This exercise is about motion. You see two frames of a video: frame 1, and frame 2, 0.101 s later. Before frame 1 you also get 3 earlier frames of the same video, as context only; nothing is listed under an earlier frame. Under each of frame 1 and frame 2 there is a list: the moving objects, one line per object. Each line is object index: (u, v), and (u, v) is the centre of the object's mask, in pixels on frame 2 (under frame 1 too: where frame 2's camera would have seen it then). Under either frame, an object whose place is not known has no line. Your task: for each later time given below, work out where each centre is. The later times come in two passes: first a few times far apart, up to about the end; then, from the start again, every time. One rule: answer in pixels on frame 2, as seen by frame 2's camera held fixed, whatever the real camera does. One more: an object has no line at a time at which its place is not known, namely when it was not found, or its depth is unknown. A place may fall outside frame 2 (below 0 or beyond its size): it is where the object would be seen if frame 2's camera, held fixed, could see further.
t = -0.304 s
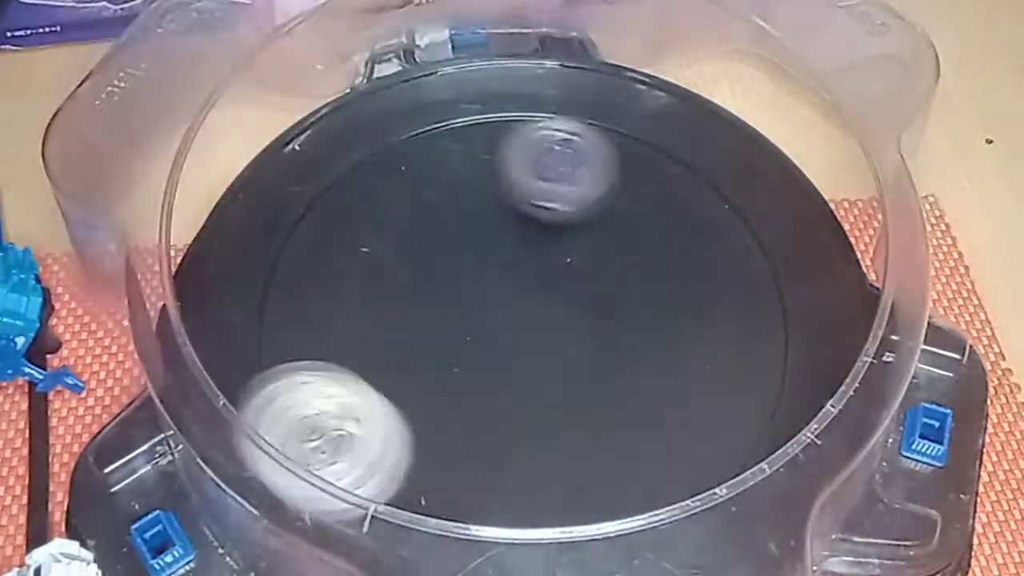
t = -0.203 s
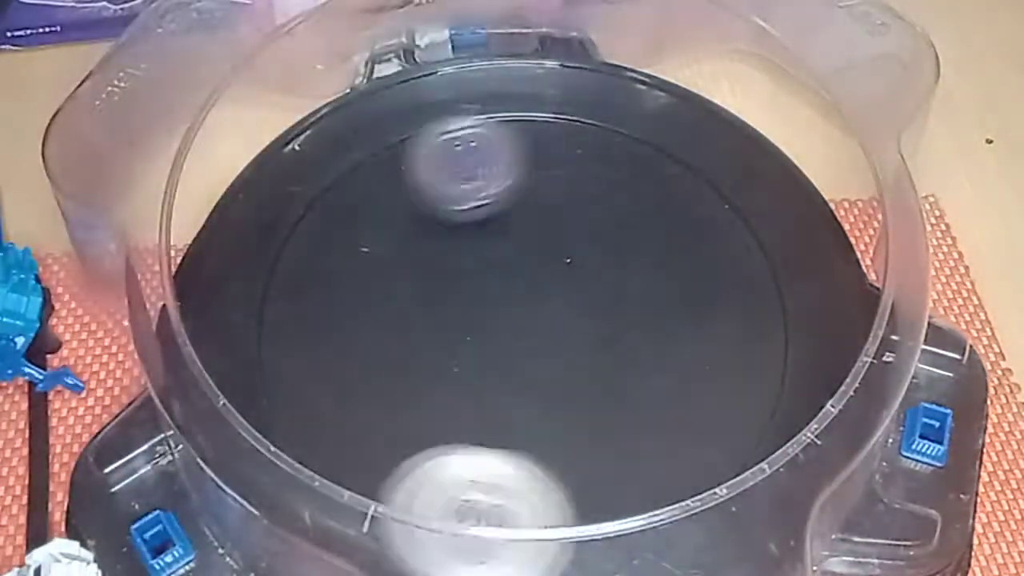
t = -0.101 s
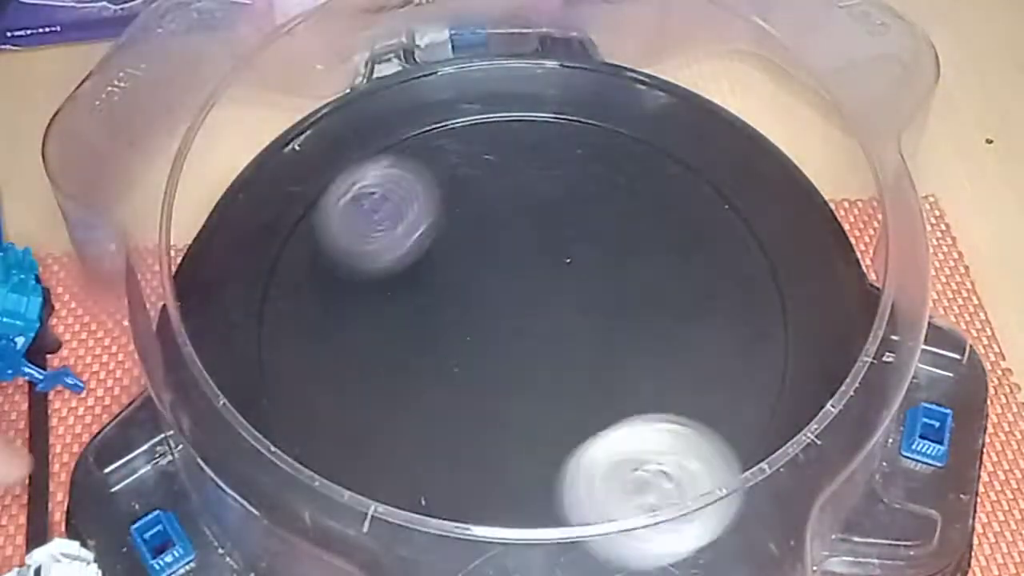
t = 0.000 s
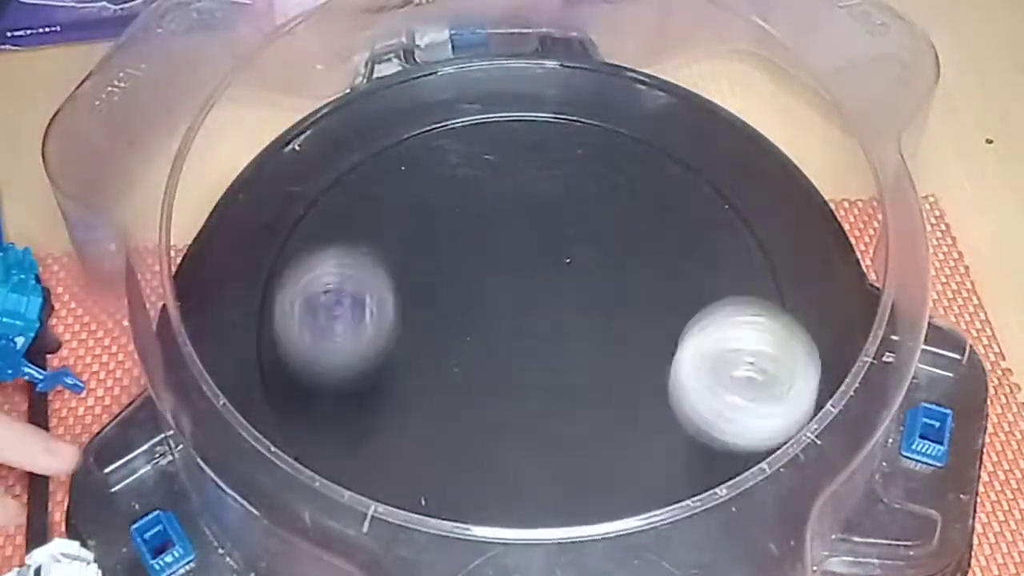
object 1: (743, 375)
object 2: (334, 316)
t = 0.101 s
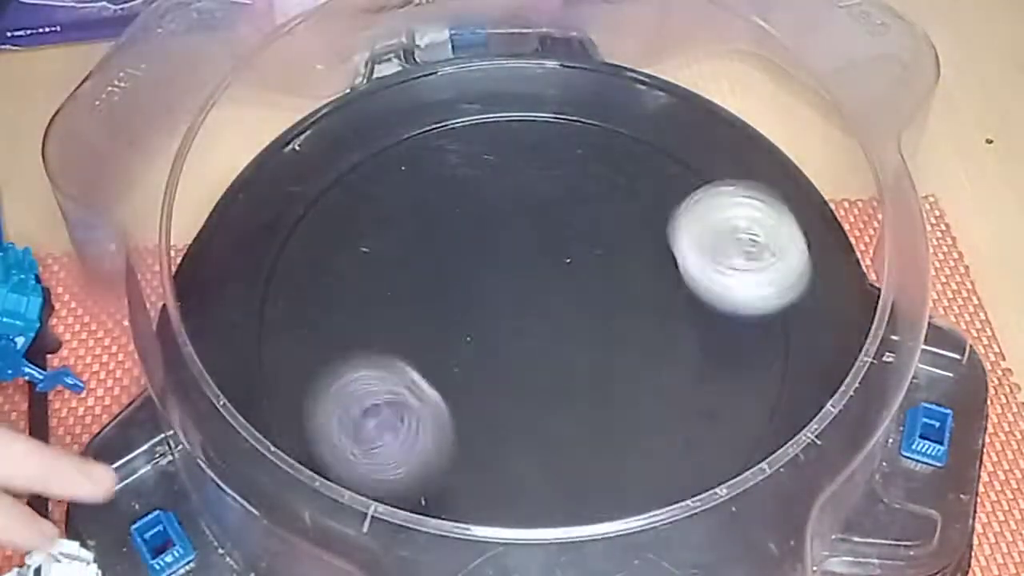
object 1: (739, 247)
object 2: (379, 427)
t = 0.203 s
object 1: (669, 154)
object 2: (512, 478)
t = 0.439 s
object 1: (399, 117)
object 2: (753, 291)
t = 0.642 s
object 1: (288, 280)
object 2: (599, 117)
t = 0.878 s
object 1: (506, 443)
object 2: (289, 167)
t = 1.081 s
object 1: (689, 303)
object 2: (261, 414)
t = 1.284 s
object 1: (599, 146)
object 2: (627, 534)
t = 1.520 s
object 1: (375, 209)
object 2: (802, 205)
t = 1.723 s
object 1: (412, 413)
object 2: (711, 69)
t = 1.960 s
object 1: (678, 399)
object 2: (725, 74)
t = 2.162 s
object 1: (652, 216)
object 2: (752, 88)
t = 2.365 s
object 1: (457, 184)
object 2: (780, 107)
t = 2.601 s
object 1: (383, 336)
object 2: (760, 91)
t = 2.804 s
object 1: (496, 405)
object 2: (732, 80)
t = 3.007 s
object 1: (572, 347)
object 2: (734, 80)
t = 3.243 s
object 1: (546, 263)
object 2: (734, 80)
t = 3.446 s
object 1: (481, 247)
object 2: (735, 80)
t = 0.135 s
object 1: (722, 213)
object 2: (416, 451)
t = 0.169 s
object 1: (697, 181)
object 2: (461, 470)
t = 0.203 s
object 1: (669, 154)
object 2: (512, 478)
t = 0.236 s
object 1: (634, 133)
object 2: (565, 474)
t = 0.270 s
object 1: (599, 115)
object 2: (616, 462)
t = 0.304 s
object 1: (560, 103)
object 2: (664, 442)
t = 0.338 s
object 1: (522, 98)
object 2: (703, 413)
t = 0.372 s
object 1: (480, 100)
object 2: (731, 379)
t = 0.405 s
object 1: (441, 106)
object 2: (748, 334)
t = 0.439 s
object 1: (399, 117)
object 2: (753, 291)
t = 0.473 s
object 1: (368, 133)
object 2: (749, 248)
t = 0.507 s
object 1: (339, 154)
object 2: (739, 207)
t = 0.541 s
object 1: (313, 181)
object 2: (717, 172)
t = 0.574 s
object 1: (298, 212)
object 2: (682, 149)
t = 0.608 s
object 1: (283, 247)
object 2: (641, 131)
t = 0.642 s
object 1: (288, 280)
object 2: (599, 117)
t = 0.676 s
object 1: (298, 318)
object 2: (556, 108)
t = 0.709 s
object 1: (317, 352)
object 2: (502, 106)
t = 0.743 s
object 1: (339, 381)
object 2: (452, 105)
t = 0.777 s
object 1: (372, 406)
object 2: (404, 113)
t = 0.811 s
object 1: (413, 429)
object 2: (368, 125)
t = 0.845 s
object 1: (447, 443)
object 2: (326, 141)
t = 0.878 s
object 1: (506, 443)
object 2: (289, 167)
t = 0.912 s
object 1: (551, 438)
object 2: (259, 198)
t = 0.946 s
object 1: (595, 423)
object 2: (240, 235)
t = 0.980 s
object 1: (634, 399)
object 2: (232, 273)
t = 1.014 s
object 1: (662, 369)
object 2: (230, 316)
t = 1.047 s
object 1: (679, 336)
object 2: (237, 362)
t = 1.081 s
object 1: (689, 303)
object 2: (261, 414)
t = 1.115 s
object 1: (692, 267)
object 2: (289, 451)
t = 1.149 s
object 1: (682, 237)
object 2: (330, 505)
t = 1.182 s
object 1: (668, 207)
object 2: (395, 523)
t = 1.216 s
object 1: (648, 182)
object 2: (469, 534)
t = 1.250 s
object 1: (625, 160)
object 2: (549, 537)
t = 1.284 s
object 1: (599, 146)
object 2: (627, 534)
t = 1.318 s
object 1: (558, 133)
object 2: (699, 522)
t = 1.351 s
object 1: (525, 128)
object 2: (750, 493)
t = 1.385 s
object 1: (486, 133)
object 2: (788, 434)
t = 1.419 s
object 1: (451, 144)
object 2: (811, 362)
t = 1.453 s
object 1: (422, 161)
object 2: (824, 313)
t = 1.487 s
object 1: (391, 180)
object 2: (823, 262)
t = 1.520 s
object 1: (375, 209)
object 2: (802, 205)
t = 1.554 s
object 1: (358, 242)
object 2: (780, 153)
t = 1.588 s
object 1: (347, 276)
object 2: (749, 96)
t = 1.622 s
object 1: (349, 314)
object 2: (712, 52)
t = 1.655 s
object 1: (359, 351)
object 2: (708, 60)
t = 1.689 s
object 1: (384, 384)
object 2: (709, 64)
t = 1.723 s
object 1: (412, 413)
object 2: (711, 69)
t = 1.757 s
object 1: (443, 435)
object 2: (713, 73)
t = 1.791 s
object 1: (491, 454)
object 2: (716, 75)
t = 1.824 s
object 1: (532, 457)
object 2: (717, 77)
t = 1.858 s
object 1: (573, 455)
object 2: (718, 78)
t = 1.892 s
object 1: (614, 444)
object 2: (720, 77)
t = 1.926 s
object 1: (651, 424)
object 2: (722, 77)
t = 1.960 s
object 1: (678, 399)
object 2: (725, 74)
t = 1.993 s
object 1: (696, 368)
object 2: (729, 71)
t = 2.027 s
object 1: (706, 335)
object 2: (736, 67)
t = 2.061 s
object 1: (704, 301)
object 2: (747, 71)
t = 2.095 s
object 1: (696, 271)
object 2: (752, 74)
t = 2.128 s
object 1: (675, 242)
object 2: (747, 80)
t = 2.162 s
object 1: (652, 216)
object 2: (752, 88)
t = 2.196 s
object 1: (623, 196)
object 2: (760, 93)
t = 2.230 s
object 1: (588, 181)
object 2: (766, 97)
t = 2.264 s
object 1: (555, 172)
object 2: (773, 99)
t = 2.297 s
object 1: (522, 171)
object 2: (774, 104)
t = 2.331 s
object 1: (487, 174)
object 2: (779, 105)
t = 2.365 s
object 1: (457, 184)
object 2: (780, 107)
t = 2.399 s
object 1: (435, 197)
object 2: (782, 107)
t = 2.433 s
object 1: (413, 215)
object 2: (781, 106)
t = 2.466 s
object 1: (393, 239)
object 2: (781, 105)
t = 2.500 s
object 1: (379, 264)
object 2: (777, 101)
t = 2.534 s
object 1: (374, 289)
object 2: (773, 98)
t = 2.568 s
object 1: (371, 316)
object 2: (769, 95)
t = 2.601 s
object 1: (383, 336)
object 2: (760, 91)
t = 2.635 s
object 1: (393, 360)
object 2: (748, 89)
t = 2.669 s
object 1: (410, 379)
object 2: (741, 84)
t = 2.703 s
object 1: (432, 392)
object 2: (732, 80)
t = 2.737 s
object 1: (451, 401)
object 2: (731, 79)
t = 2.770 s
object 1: (475, 405)
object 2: (730, 78)
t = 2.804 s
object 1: (496, 405)
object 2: (732, 80)
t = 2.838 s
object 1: (516, 402)
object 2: (732, 81)
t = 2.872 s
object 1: (535, 395)
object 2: (732, 80)
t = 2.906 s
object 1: (549, 386)
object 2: (734, 80)
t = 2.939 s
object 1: (560, 374)
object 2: (735, 81)
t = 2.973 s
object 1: (566, 362)
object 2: (735, 80)
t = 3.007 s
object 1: (572, 347)
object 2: (734, 80)
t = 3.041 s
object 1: (575, 331)
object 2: (734, 80)
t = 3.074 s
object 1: (574, 319)
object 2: (734, 80)
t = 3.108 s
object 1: (573, 306)
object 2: (734, 80)
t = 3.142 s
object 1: (571, 292)
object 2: (734, 80)
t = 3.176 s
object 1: (565, 281)
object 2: (734, 80)
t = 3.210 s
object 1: (554, 272)
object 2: (734, 80)
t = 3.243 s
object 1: (546, 263)
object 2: (734, 80)
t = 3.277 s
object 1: (535, 257)
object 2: (734, 80)
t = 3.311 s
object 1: (524, 253)
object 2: (735, 80)
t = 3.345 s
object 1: (509, 249)
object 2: (735, 80)
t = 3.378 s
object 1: (500, 247)
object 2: (735, 80)
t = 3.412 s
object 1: (491, 247)
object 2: (735, 80)
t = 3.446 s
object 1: (481, 247)
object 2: (735, 80)
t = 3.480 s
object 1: (472, 251)
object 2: (735, 80)
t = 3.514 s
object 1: (463, 254)
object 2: (735, 80)
